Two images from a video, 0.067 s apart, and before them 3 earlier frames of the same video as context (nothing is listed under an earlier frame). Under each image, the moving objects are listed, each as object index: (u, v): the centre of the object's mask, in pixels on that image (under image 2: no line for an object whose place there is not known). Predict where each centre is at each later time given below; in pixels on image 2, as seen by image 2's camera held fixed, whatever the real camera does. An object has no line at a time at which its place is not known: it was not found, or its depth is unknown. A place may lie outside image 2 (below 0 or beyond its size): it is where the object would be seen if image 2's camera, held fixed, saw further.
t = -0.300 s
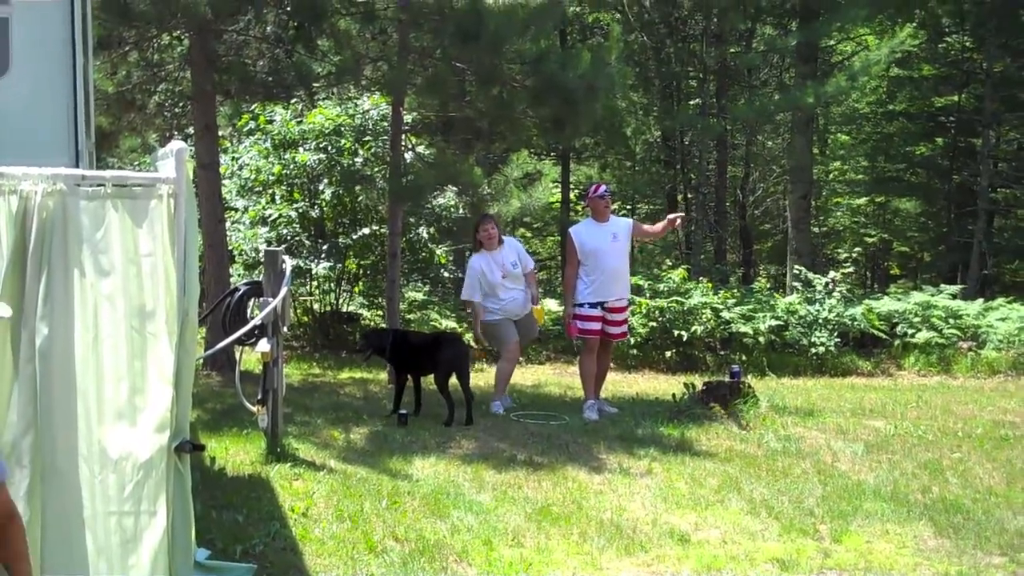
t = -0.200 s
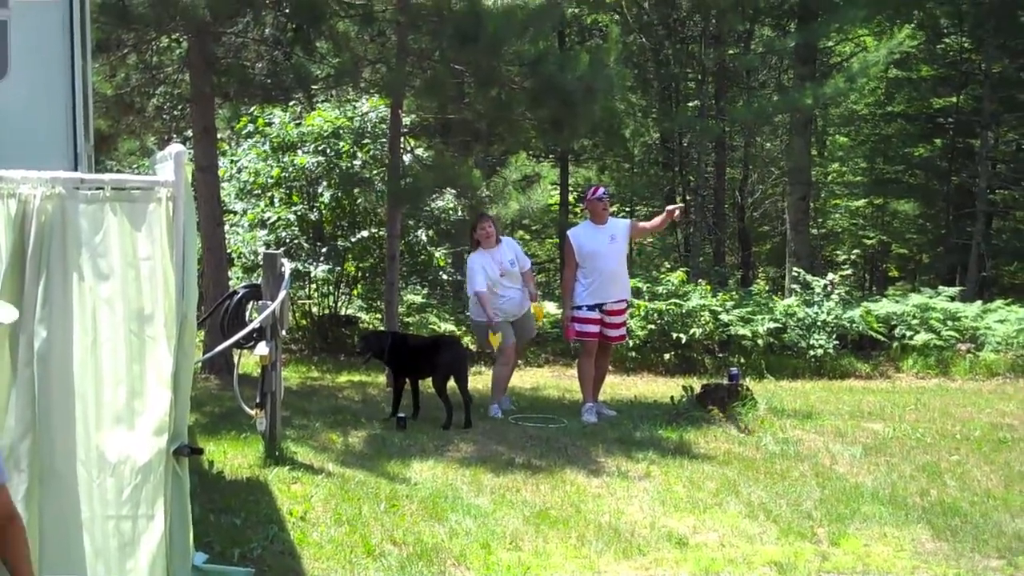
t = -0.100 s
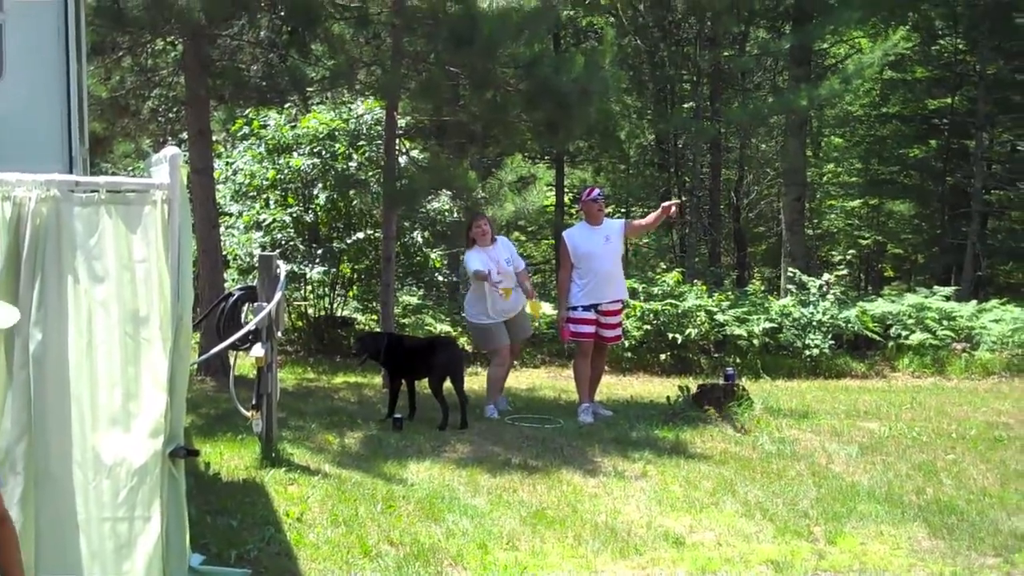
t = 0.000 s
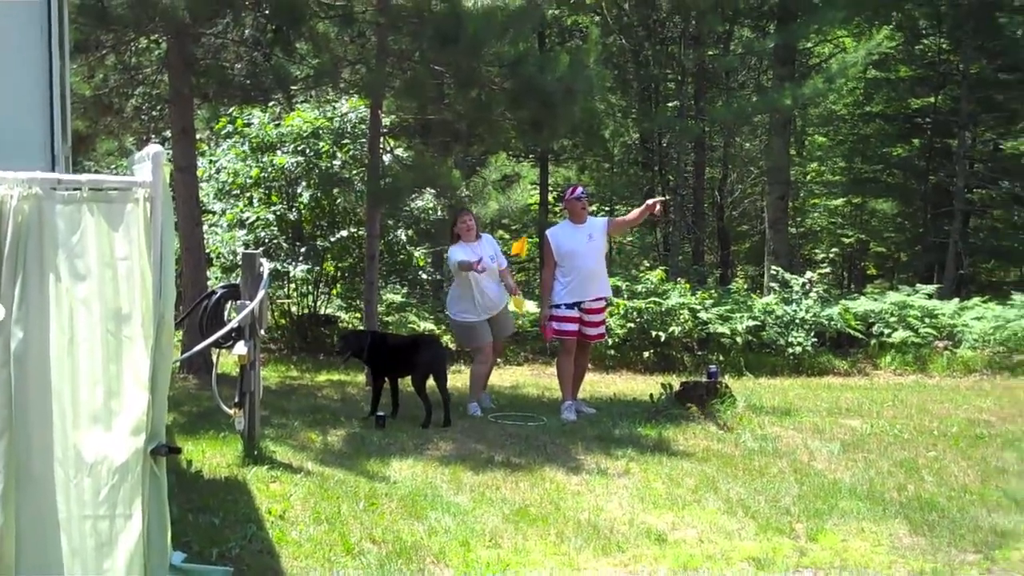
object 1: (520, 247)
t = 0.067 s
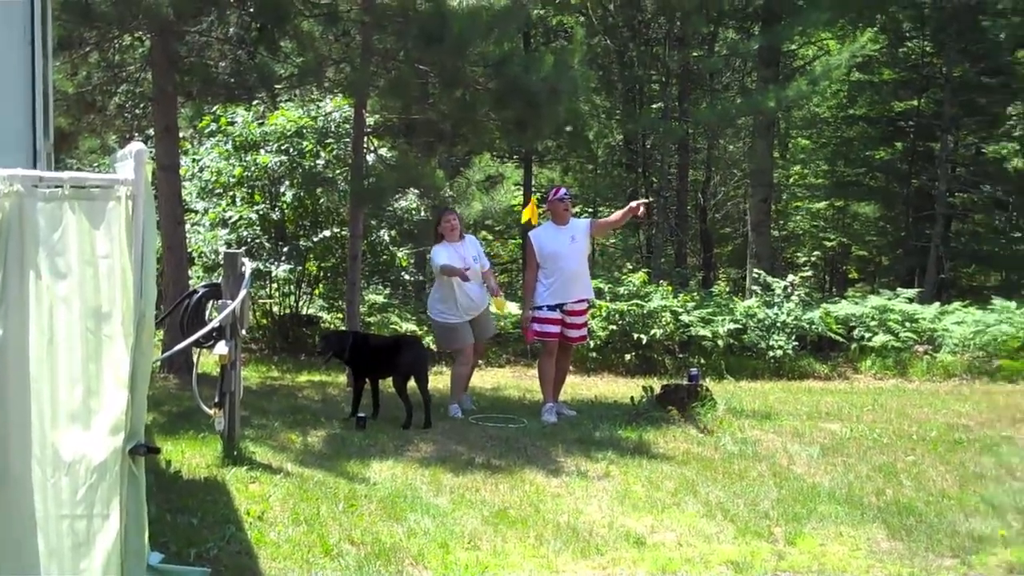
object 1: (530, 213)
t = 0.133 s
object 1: (560, 178)
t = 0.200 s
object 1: (584, 146)
